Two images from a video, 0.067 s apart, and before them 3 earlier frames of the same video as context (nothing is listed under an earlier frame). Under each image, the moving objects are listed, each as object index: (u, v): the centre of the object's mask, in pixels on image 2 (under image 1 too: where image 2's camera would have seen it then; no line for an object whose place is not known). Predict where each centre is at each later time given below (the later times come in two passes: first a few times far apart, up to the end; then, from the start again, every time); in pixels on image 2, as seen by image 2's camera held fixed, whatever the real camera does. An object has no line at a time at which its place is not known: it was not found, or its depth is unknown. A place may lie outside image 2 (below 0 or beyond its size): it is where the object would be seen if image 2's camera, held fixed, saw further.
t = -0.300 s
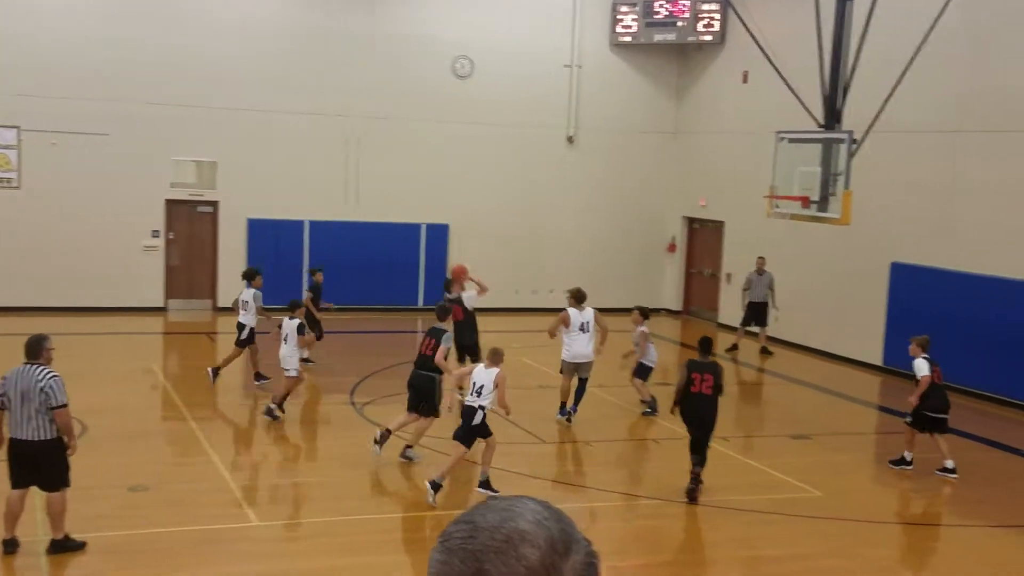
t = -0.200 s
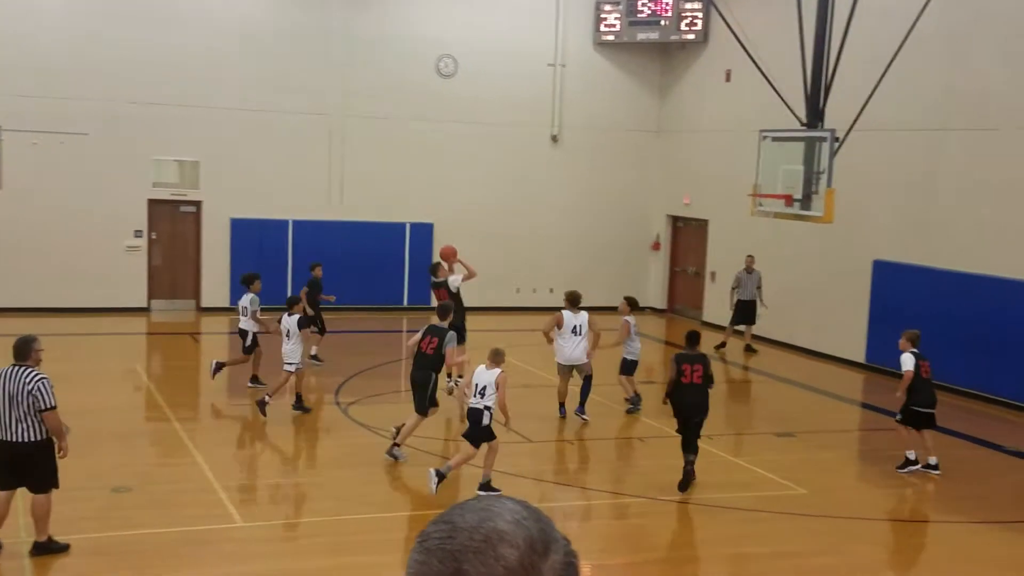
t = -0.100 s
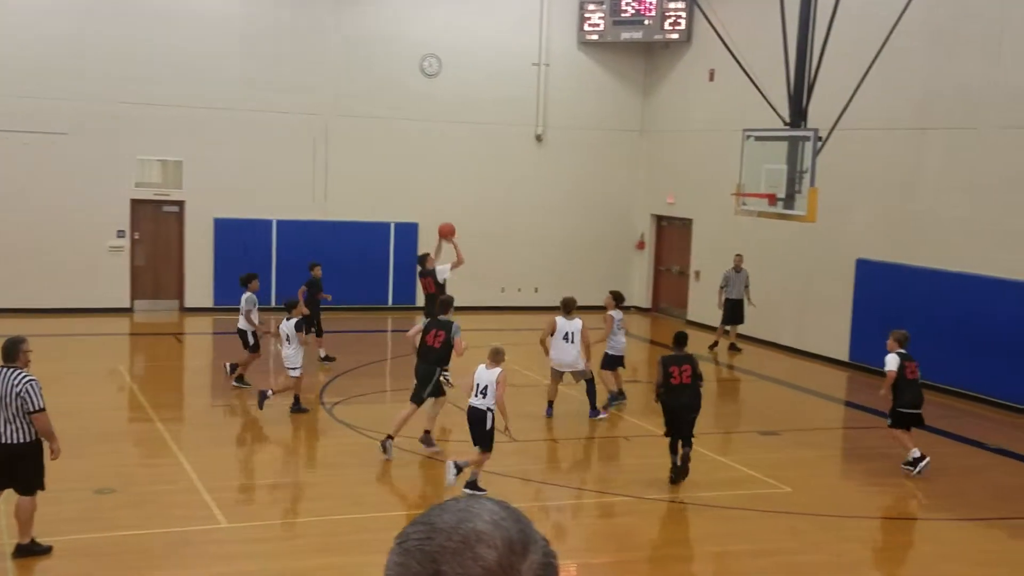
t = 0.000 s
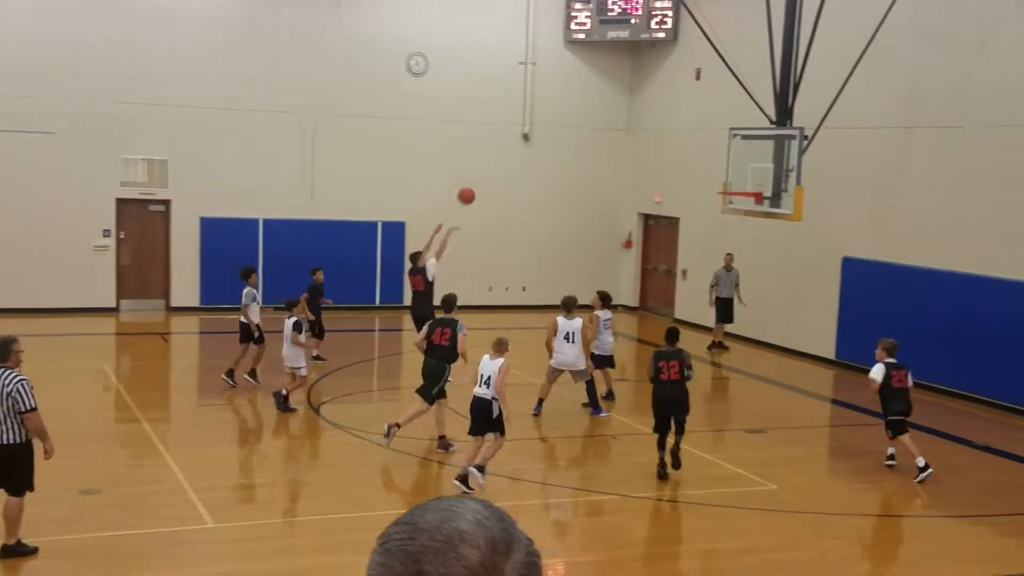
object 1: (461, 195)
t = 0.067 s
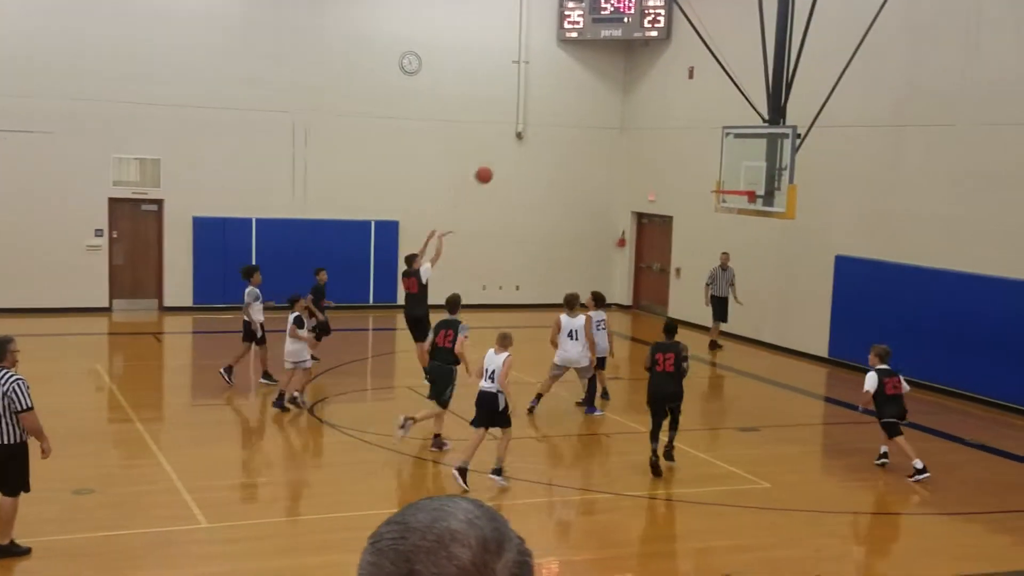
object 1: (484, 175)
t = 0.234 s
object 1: (540, 141)
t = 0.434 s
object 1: (603, 126)
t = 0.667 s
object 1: (674, 143)
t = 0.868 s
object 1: (731, 186)
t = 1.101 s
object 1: (734, 164)
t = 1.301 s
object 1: (731, 165)
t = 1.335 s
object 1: (727, 169)
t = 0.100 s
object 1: (495, 166)
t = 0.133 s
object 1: (506, 159)
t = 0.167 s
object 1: (517, 152)
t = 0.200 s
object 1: (529, 146)
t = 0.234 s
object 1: (540, 141)
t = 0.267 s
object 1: (550, 136)
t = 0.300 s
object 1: (561, 133)
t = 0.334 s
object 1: (572, 130)
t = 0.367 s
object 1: (582, 128)
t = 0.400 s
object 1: (593, 126)
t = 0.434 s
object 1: (603, 126)
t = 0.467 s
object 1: (614, 126)
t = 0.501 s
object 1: (624, 127)
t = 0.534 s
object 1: (635, 129)
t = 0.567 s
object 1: (645, 131)
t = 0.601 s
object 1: (655, 135)
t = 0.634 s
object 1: (664, 139)
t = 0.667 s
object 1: (674, 143)
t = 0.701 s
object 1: (684, 149)
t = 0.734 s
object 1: (694, 155)
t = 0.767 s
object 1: (703, 162)
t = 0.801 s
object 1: (712, 170)
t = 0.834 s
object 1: (722, 179)
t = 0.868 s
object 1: (731, 186)
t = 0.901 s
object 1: (727, 190)
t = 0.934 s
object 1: (717, 189)
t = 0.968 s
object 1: (718, 184)
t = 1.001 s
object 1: (722, 178)
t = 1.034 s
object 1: (726, 172)
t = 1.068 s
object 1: (730, 168)
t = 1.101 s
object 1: (734, 164)
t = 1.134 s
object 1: (738, 161)
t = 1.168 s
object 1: (741, 158)
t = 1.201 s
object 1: (740, 158)
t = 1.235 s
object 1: (737, 160)
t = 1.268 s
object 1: (734, 162)
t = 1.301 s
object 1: (731, 165)
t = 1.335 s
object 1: (727, 169)
